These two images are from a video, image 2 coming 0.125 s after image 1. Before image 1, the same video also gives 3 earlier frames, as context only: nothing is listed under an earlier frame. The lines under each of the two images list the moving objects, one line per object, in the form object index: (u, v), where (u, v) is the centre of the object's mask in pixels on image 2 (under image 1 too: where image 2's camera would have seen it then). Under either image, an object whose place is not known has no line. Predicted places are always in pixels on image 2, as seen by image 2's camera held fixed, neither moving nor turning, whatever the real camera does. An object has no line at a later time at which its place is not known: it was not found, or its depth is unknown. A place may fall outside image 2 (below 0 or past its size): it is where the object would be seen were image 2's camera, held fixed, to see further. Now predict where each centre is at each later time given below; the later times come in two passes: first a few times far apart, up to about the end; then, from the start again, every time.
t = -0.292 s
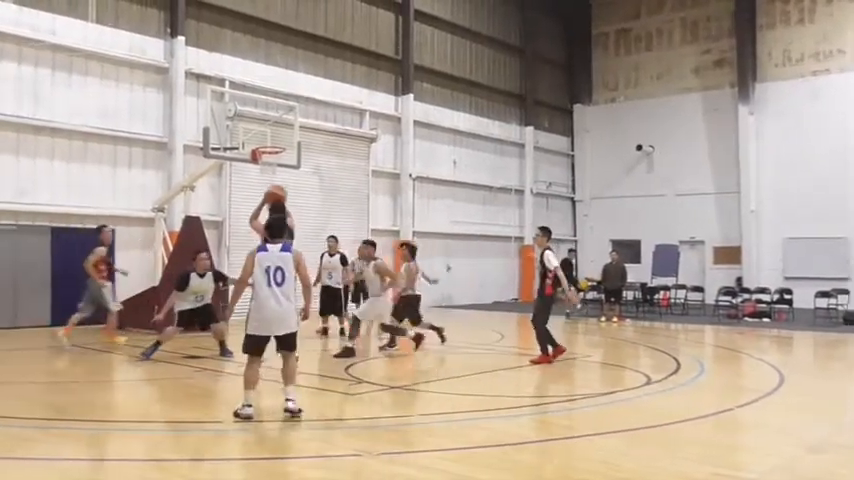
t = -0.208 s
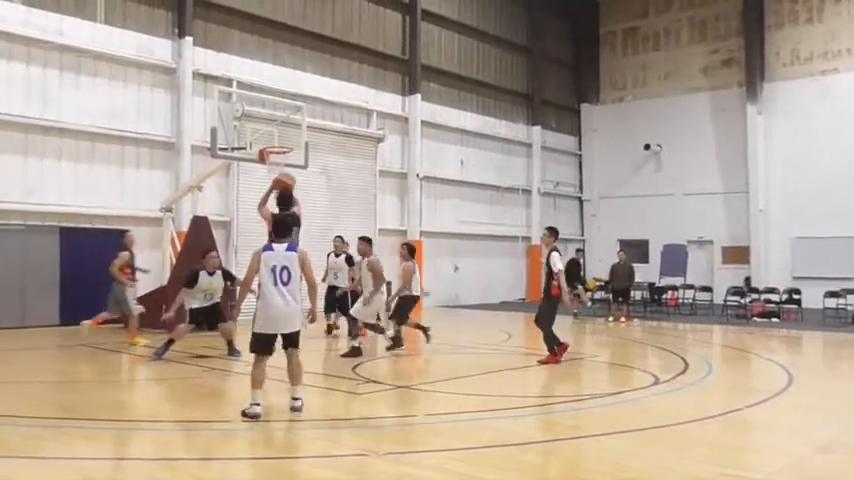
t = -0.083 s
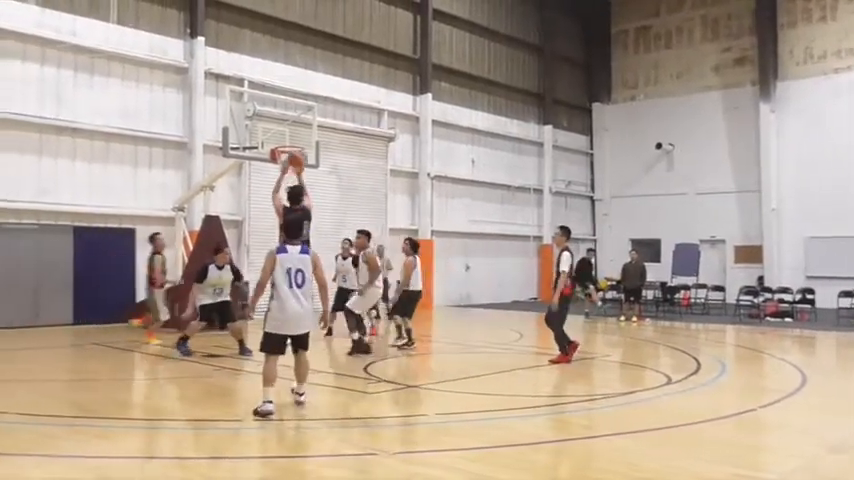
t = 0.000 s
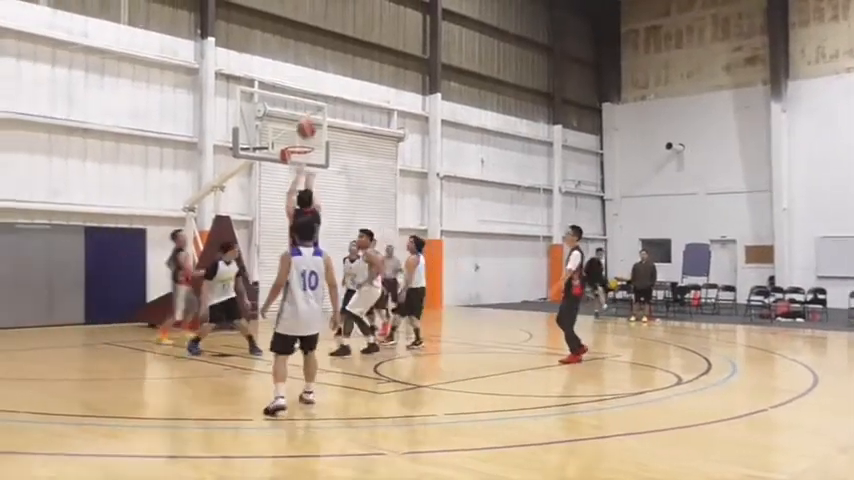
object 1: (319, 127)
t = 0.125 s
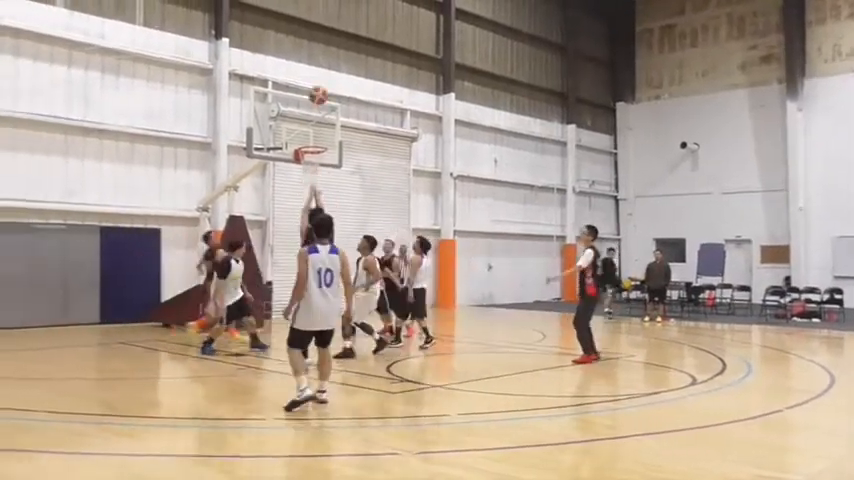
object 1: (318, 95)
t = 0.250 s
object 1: (316, 78)
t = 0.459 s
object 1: (313, 76)
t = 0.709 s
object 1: (310, 111)
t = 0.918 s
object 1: (310, 151)
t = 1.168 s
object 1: (316, 168)
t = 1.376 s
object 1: (313, 195)
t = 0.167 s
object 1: (317, 89)
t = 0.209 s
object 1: (316, 82)
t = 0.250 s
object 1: (316, 78)
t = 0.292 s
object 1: (315, 75)
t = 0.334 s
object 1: (315, 74)
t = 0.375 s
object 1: (314, 73)
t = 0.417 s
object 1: (314, 74)
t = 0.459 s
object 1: (313, 76)
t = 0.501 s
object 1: (313, 79)
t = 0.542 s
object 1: (312, 85)
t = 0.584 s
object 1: (312, 88)
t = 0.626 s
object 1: (311, 97)
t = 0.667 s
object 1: (311, 102)
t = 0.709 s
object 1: (310, 111)
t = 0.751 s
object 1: (309, 118)
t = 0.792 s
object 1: (309, 131)
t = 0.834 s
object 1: (308, 138)
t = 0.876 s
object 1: (309, 146)
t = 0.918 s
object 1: (310, 151)
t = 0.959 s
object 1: (311, 156)
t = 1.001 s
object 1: (312, 160)
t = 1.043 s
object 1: (316, 164)
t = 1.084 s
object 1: (317, 166)
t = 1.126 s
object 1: (316, 168)
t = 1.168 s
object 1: (316, 168)
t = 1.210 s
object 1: (315, 171)
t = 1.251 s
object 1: (315, 175)
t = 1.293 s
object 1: (315, 182)
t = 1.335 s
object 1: (314, 186)
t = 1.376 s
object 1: (313, 195)
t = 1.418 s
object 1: (313, 201)
